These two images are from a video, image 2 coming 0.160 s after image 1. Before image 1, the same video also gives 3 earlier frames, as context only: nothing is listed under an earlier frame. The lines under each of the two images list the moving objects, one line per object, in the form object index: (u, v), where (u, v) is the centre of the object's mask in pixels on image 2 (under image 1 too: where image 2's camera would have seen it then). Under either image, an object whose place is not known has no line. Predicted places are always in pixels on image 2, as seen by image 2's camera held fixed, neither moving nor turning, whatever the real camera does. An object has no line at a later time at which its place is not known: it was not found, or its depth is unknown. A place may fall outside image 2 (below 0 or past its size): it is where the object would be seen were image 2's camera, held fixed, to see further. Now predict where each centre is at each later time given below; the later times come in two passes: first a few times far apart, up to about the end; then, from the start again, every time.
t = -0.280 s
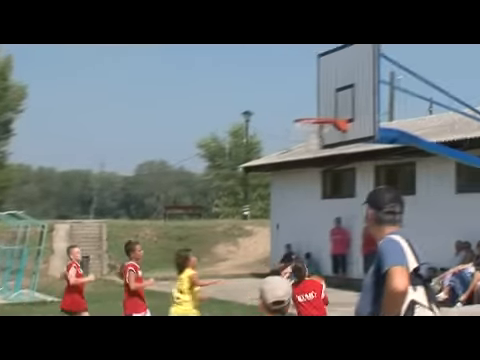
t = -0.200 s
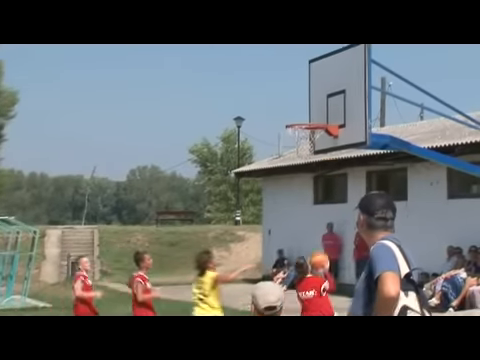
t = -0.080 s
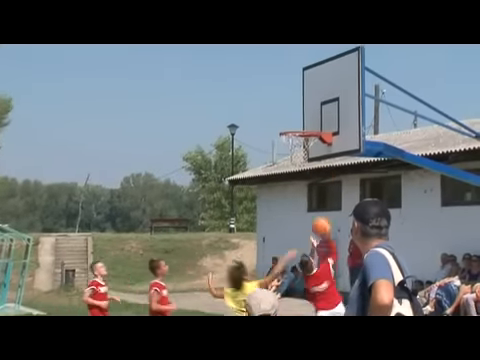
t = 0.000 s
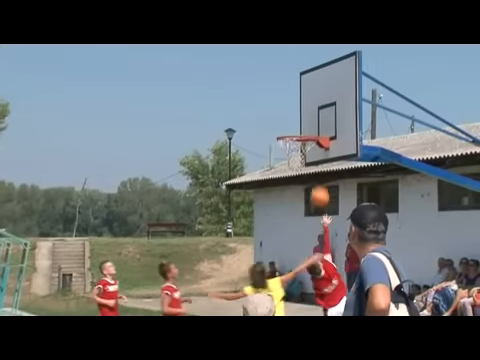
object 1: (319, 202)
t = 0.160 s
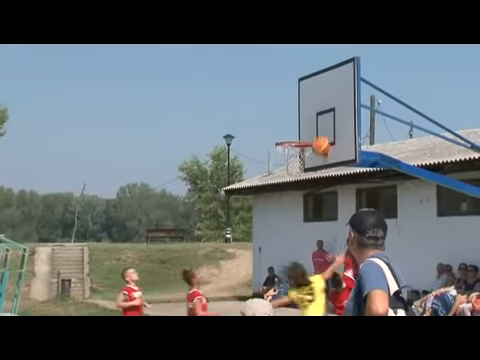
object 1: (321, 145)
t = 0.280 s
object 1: (323, 118)
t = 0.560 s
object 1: (308, 116)
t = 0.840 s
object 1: (292, 170)
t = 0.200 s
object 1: (321, 135)
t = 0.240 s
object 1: (322, 126)
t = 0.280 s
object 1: (323, 118)
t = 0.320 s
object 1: (322, 112)
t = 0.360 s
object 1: (319, 110)
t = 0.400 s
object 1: (317, 108)
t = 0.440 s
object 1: (315, 108)
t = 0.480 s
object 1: (312, 109)
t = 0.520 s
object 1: (310, 112)
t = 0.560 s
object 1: (308, 116)
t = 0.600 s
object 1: (305, 121)
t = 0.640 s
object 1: (302, 126)
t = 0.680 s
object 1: (300, 133)
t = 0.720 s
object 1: (298, 143)
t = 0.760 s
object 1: (294, 153)
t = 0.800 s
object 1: (293, 159)
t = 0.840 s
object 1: (292, 170)
